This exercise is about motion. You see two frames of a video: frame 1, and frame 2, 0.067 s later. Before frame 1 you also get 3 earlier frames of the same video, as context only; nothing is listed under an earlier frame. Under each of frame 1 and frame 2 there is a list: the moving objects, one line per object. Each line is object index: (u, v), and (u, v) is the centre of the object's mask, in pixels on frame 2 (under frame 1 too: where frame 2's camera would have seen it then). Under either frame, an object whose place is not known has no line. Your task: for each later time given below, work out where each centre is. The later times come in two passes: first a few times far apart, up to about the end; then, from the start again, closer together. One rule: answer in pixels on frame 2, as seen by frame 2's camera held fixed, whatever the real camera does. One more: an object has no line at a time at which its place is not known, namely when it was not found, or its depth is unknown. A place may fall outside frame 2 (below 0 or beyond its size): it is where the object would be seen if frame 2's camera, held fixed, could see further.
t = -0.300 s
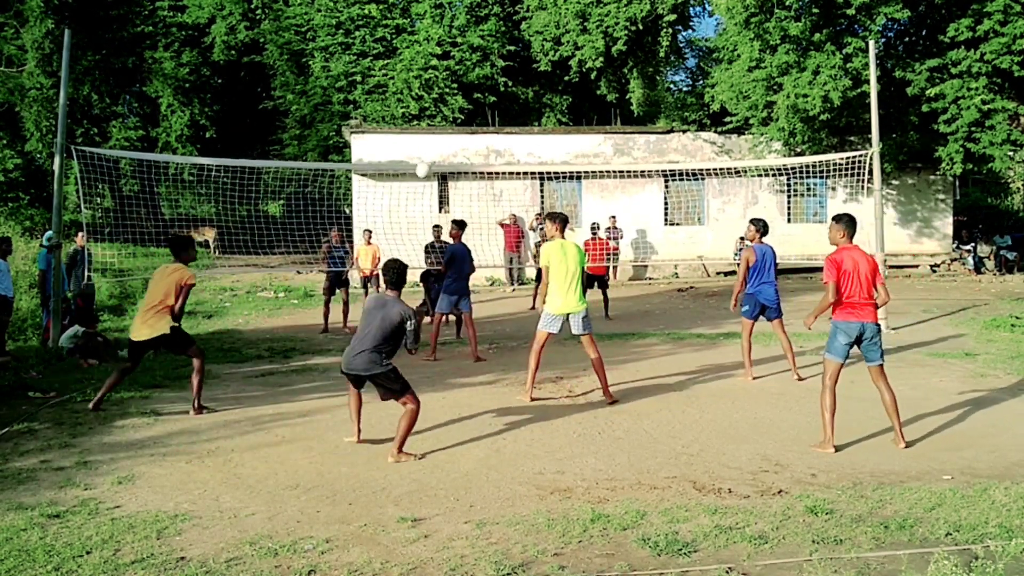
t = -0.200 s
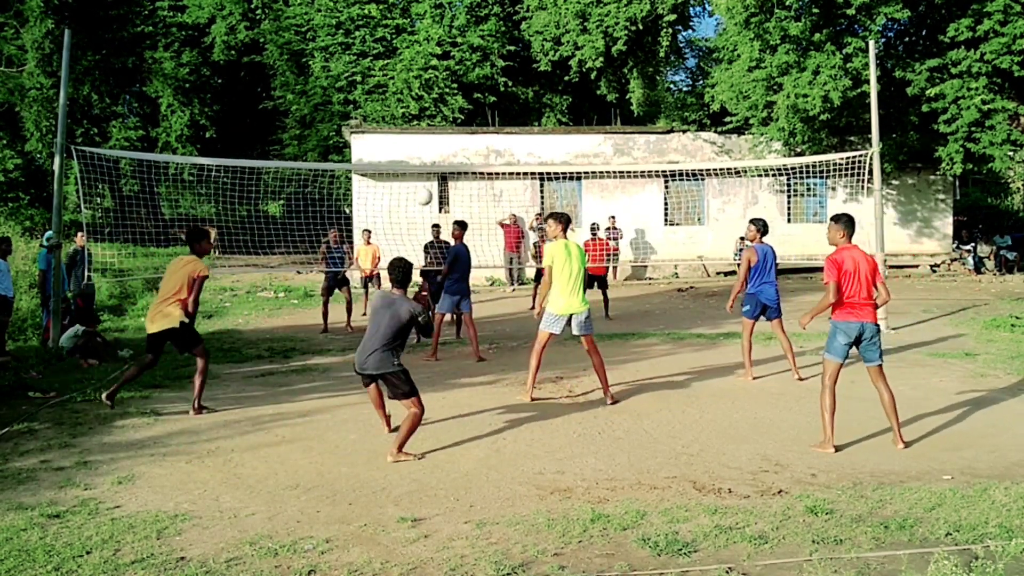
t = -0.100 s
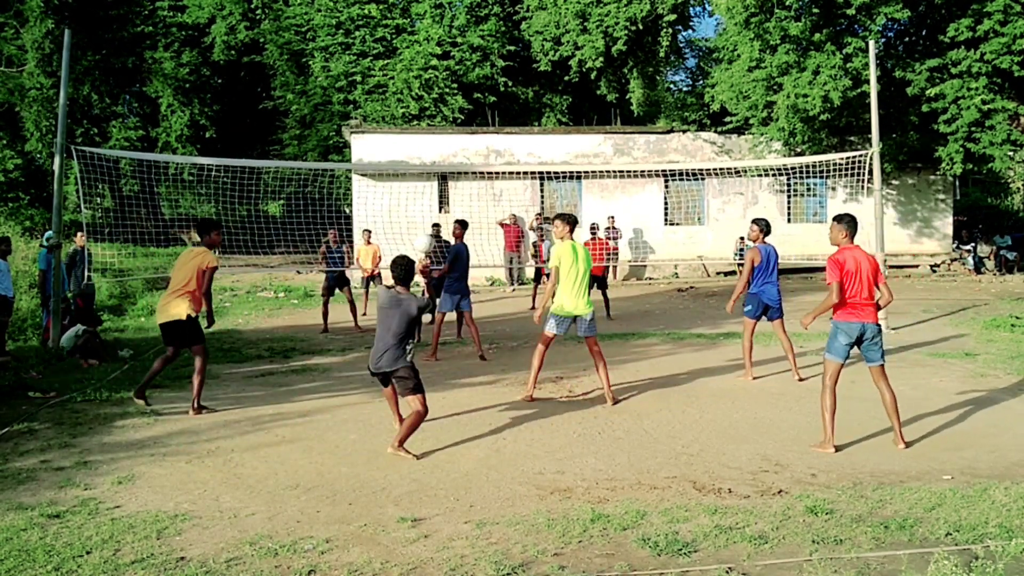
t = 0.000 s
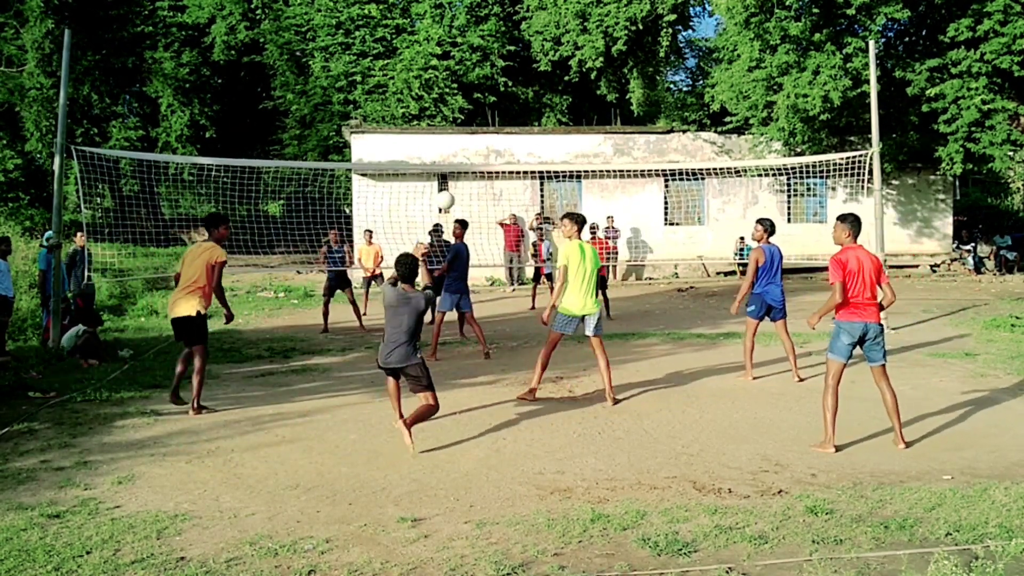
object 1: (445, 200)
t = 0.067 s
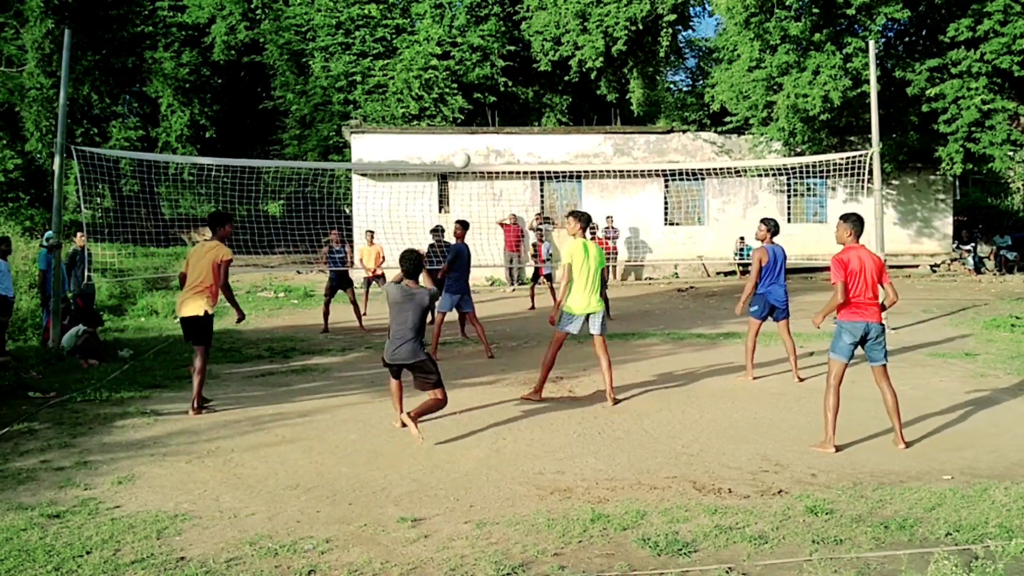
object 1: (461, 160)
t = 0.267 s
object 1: (500, 90)
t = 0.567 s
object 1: (541, 75)
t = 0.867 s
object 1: (571, 119)
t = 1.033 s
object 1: (584, 158)
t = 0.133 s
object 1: (476, 128)
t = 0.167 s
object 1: (483, 117)
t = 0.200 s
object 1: (489, 106)
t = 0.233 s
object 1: (495, 97)
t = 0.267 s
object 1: (500, 90)
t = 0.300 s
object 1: (506, 84)
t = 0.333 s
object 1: (511, 80)
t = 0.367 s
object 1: (516, 76)
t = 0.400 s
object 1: (520, 74)
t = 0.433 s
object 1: (525, 72)
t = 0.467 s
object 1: (529, 71)
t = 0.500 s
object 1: (533, 72)
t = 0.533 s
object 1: (537, 73)
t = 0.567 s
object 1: (541, 75)
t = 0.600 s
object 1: (545, 78)
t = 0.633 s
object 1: (548, 81)
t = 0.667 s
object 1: (552, 85)
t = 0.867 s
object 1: (571, 119)
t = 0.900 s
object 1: (573, 126)
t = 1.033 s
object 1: (584, 158)
